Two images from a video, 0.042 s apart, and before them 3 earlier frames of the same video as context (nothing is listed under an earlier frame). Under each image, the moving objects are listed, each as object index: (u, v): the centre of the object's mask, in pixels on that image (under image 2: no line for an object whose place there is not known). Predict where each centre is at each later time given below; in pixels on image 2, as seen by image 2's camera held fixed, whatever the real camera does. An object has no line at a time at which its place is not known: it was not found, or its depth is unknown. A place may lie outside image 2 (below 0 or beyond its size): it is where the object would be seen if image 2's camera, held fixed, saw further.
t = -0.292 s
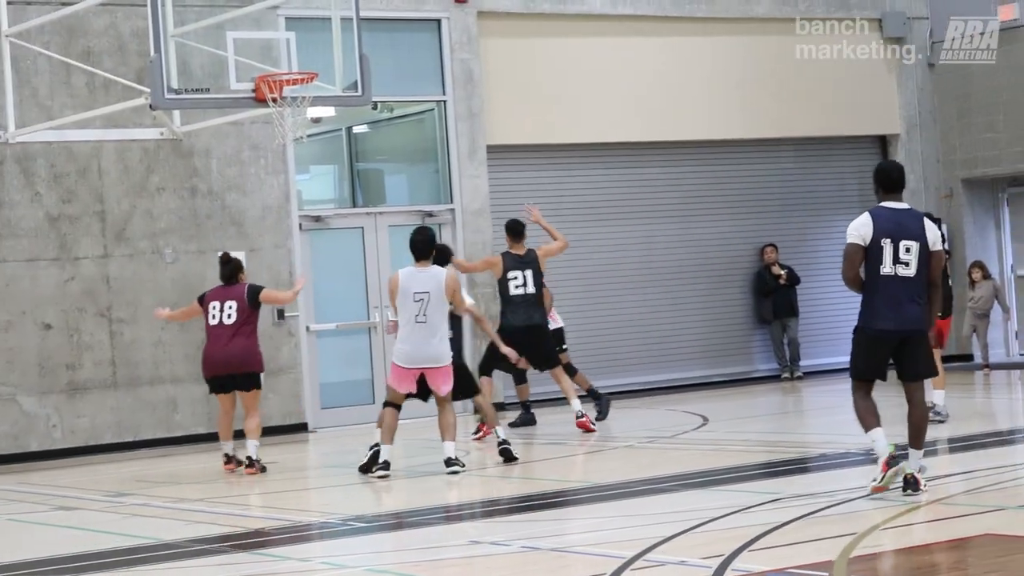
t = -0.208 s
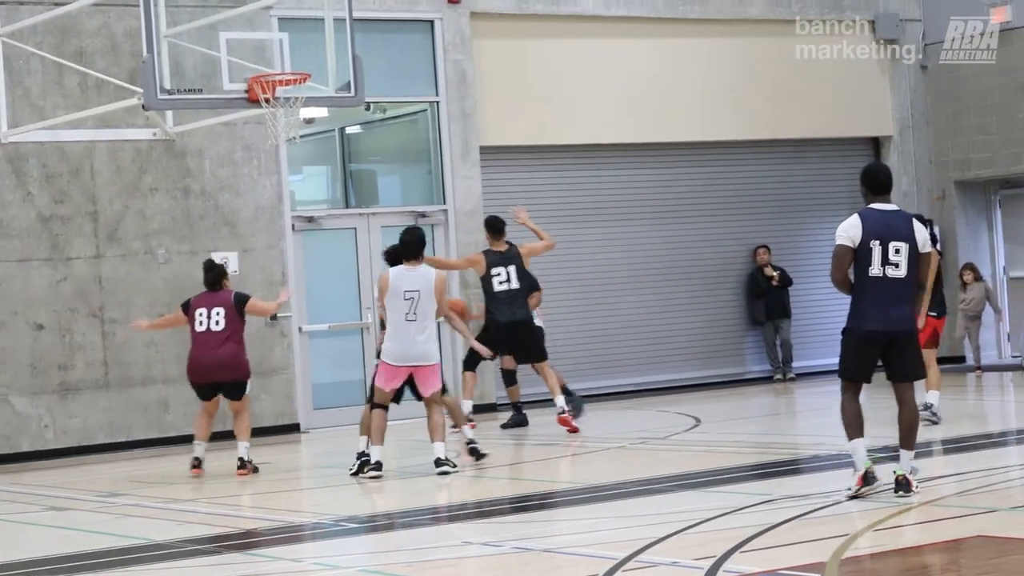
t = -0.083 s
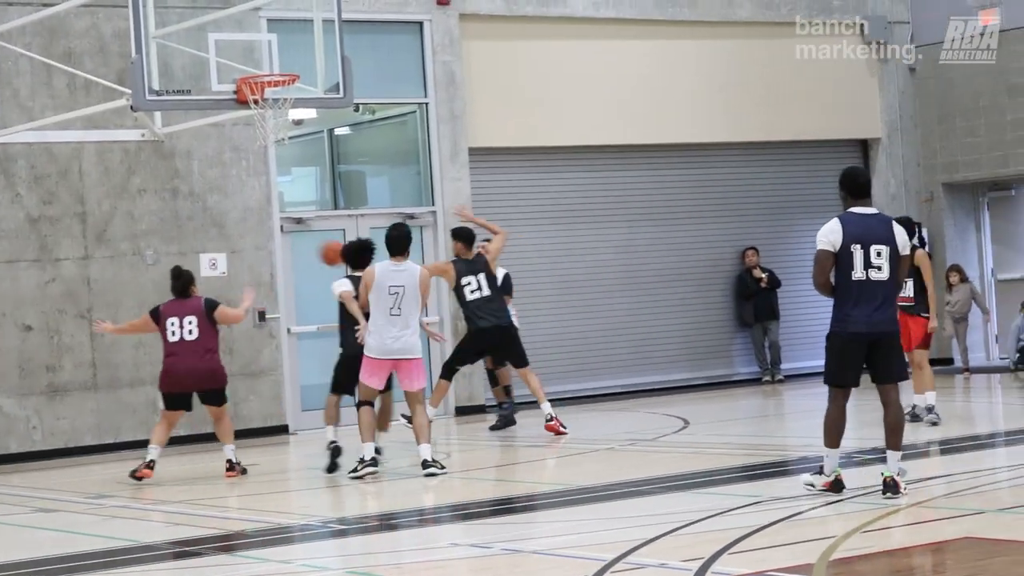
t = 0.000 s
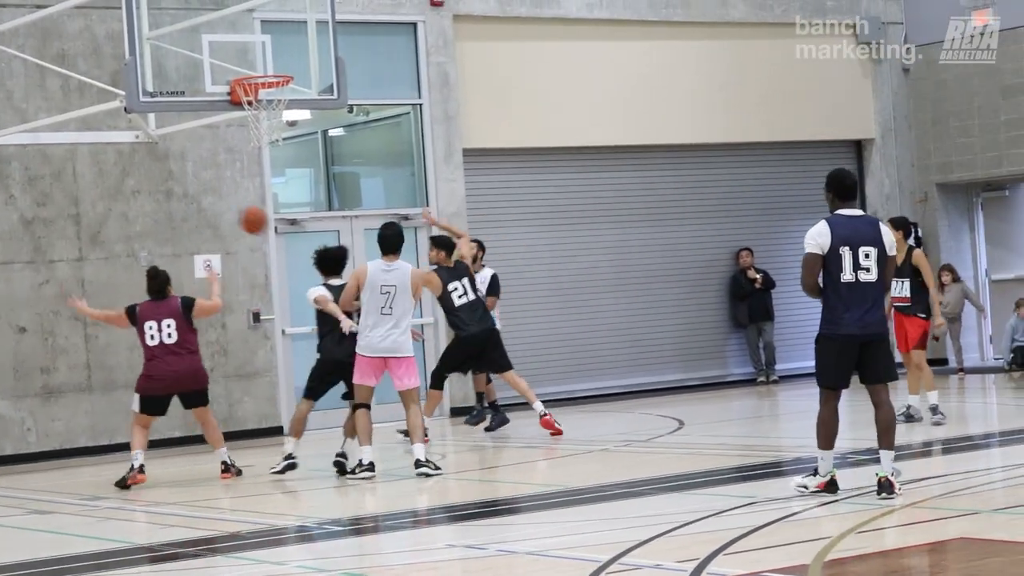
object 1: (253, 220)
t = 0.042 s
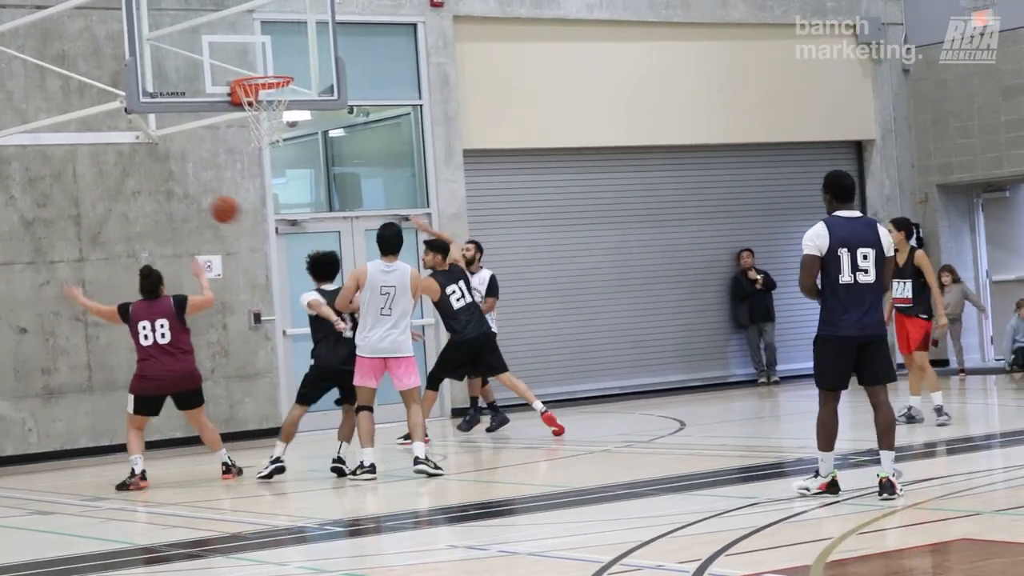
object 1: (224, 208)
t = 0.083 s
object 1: (177, 193)
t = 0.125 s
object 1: (145, 184)
